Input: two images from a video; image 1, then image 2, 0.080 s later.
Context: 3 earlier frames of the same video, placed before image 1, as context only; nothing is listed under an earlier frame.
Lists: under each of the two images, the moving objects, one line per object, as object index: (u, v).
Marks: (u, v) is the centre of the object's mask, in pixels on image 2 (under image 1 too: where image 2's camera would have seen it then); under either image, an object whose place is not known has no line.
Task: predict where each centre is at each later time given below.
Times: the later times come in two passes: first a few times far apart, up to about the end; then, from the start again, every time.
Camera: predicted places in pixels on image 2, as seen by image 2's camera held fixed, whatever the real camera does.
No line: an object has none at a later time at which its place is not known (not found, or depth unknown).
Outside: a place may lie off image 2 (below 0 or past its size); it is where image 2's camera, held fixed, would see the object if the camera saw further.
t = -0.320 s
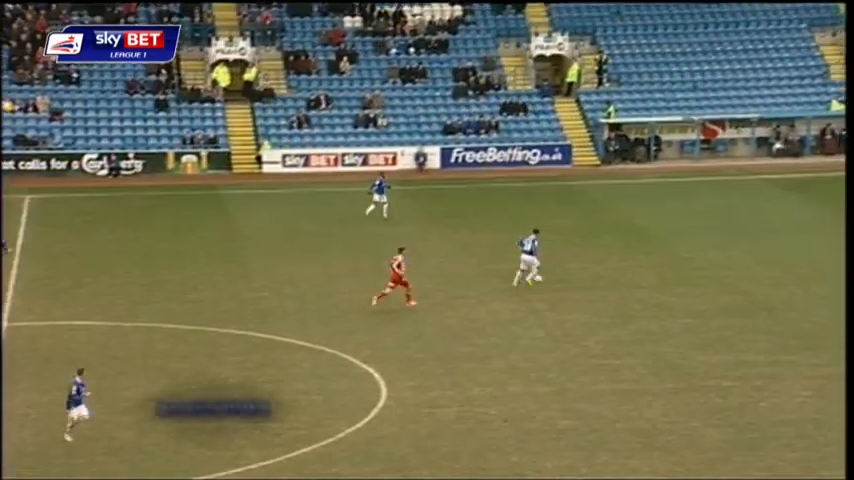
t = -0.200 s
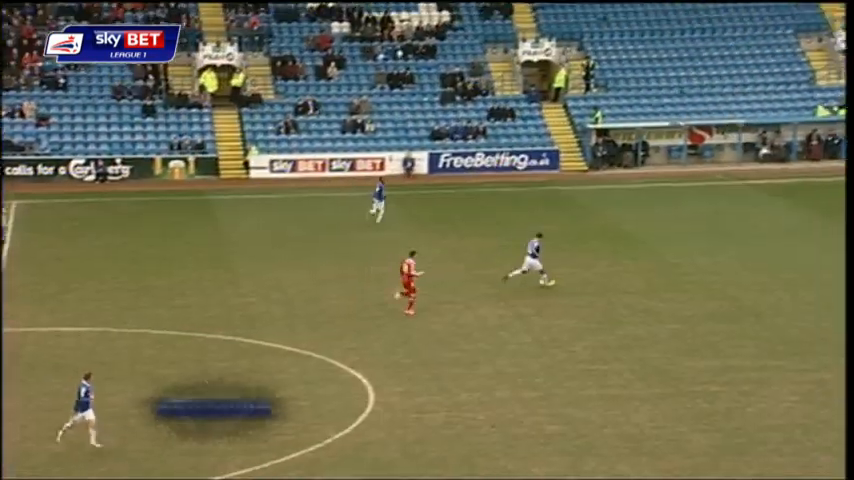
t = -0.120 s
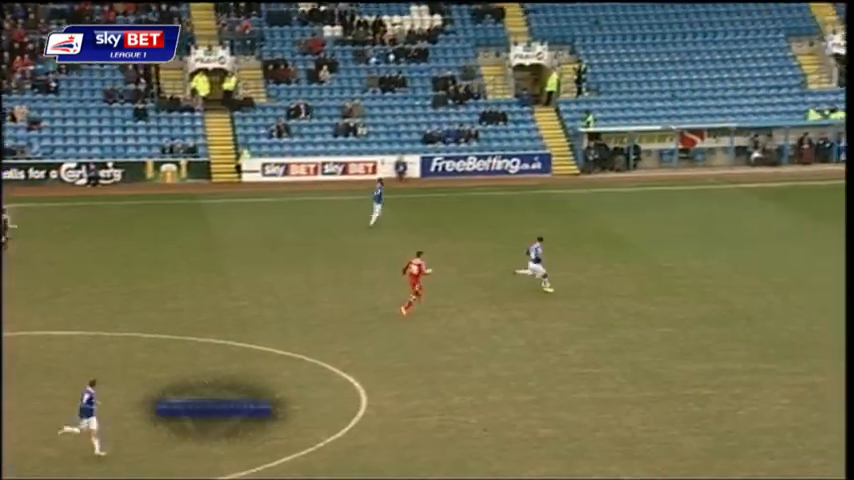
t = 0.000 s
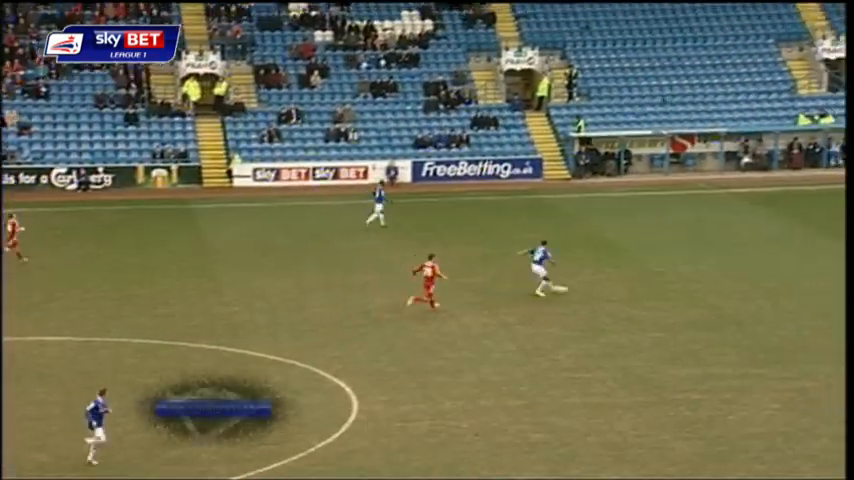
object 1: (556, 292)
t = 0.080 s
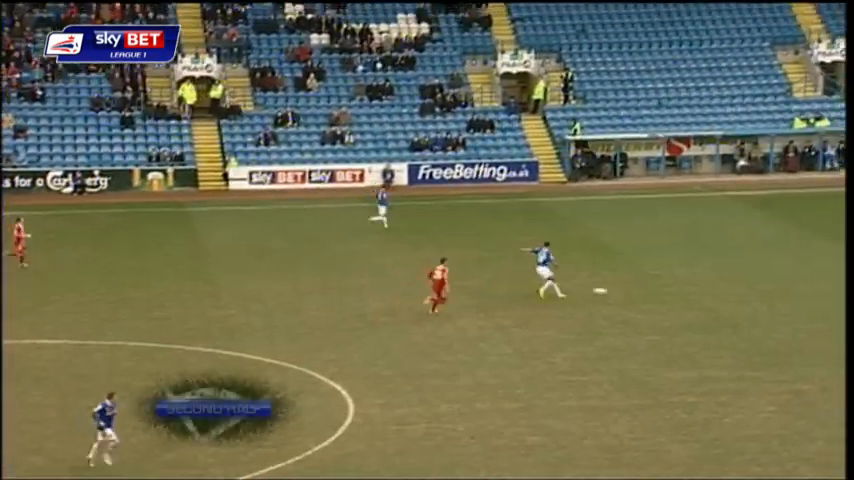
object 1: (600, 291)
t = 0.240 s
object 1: (684, 297)
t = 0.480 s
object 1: (805, 311)
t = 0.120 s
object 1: (621, 291)
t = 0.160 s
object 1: (642, 292)
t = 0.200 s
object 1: (663, 294)
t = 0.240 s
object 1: (684, 297)
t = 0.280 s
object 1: (706, 300)
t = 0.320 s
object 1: (726, 305)
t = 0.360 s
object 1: (748, 309)
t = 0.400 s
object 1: (767, 310)
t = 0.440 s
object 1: (786, 310)
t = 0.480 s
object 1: (805, 311)
